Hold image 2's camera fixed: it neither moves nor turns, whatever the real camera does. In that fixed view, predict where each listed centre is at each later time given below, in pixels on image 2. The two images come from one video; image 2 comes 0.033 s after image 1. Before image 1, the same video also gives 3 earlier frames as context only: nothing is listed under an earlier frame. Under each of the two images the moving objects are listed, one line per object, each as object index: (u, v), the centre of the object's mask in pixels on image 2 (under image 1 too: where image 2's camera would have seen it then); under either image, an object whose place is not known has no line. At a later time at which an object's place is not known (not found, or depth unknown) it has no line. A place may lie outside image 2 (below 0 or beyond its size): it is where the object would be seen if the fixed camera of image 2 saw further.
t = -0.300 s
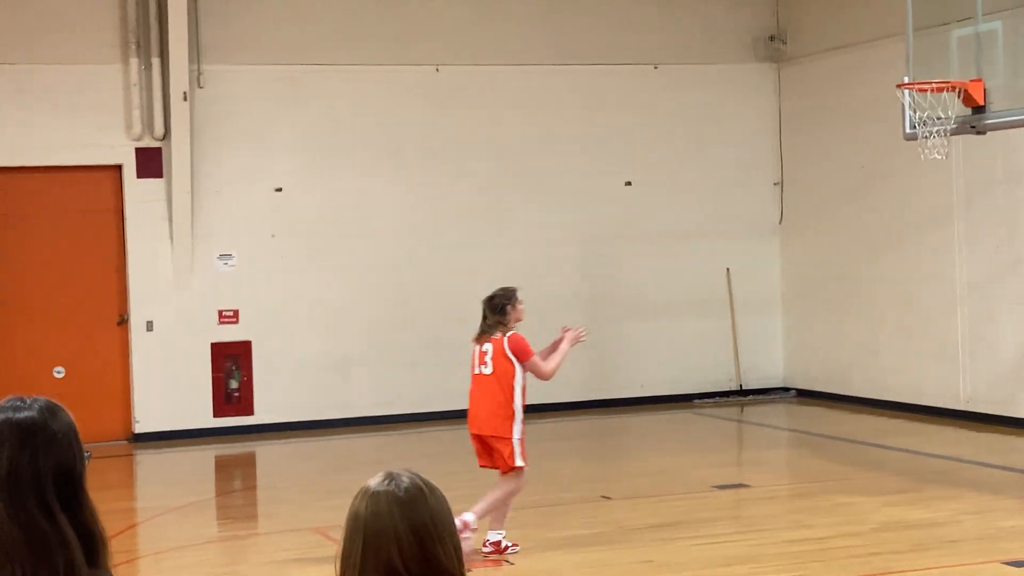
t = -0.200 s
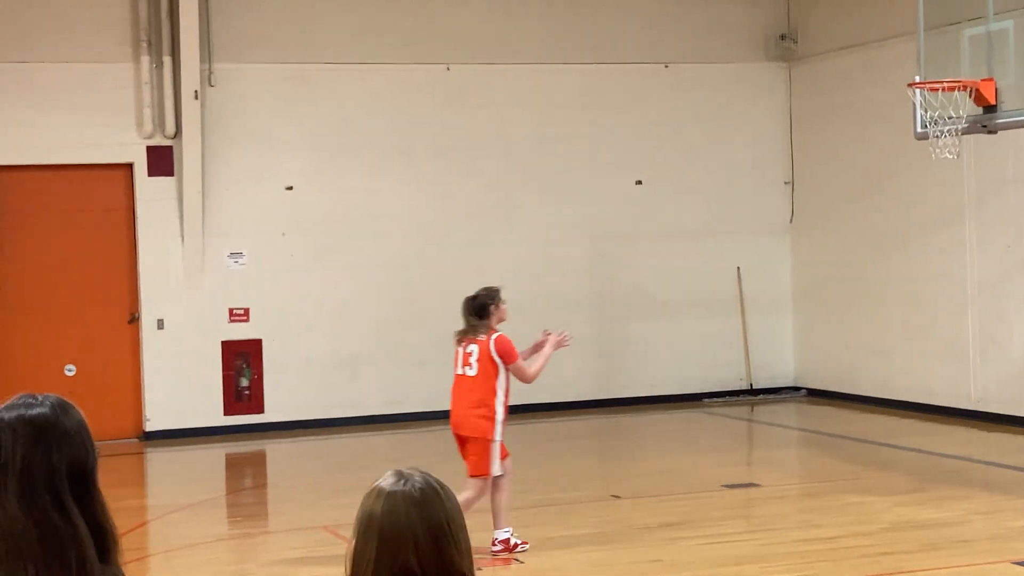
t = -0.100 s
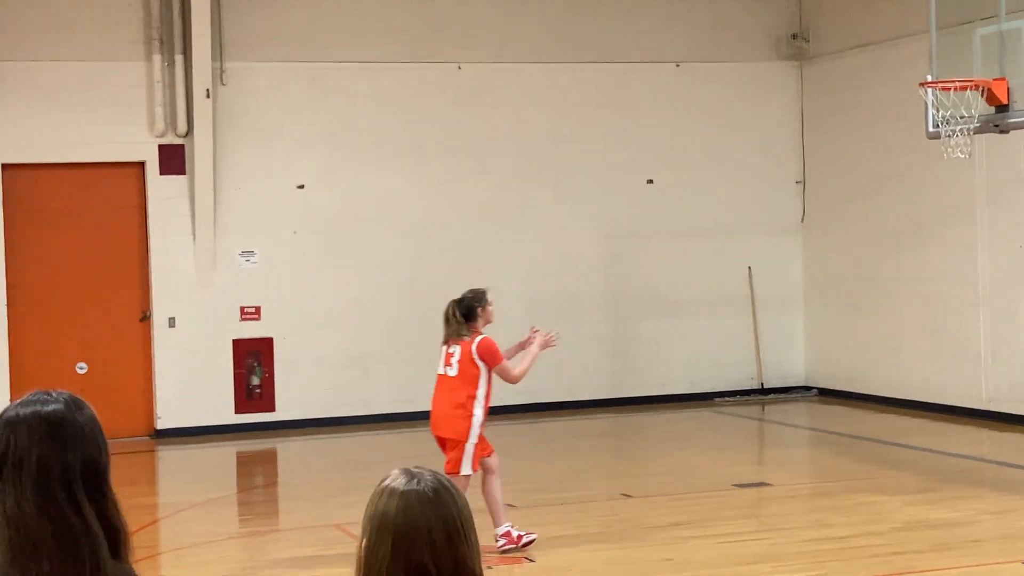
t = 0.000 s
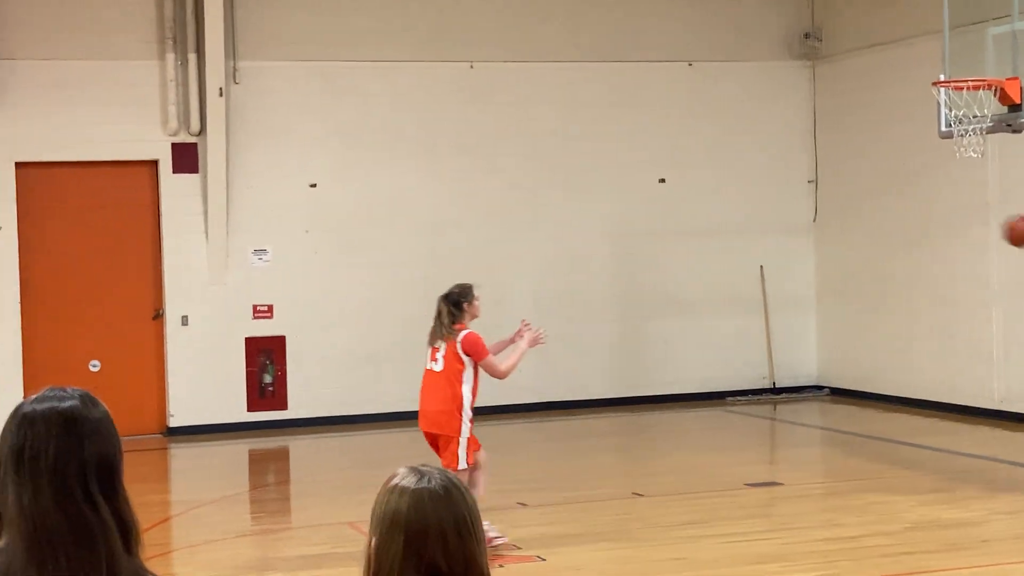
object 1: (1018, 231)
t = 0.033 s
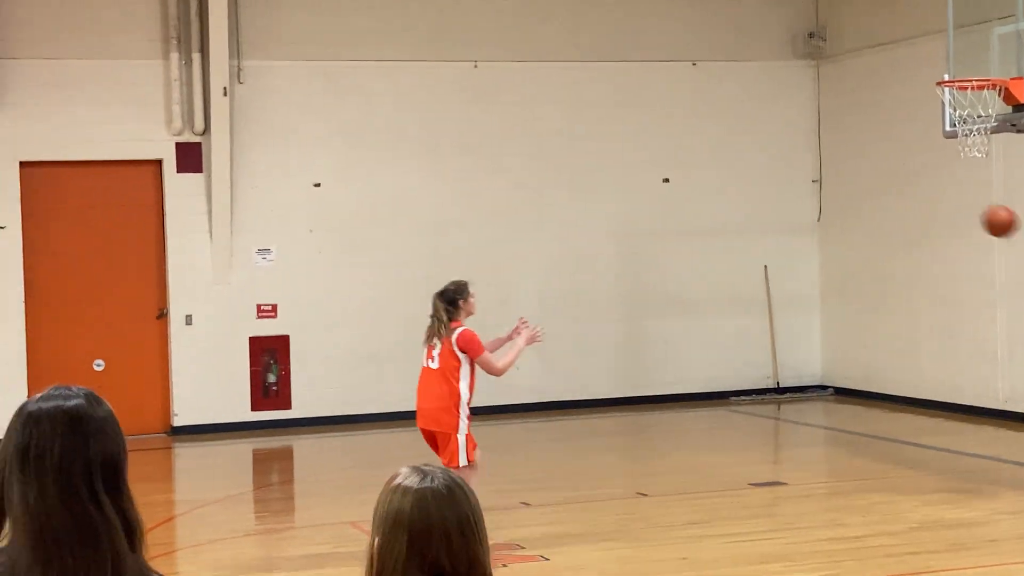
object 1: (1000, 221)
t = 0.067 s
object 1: (975, 212)
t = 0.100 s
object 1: (950, 205)
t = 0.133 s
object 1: (924, 198)
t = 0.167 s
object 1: (899, 194)
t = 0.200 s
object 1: (874, 191)
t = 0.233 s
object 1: (849, 189)
